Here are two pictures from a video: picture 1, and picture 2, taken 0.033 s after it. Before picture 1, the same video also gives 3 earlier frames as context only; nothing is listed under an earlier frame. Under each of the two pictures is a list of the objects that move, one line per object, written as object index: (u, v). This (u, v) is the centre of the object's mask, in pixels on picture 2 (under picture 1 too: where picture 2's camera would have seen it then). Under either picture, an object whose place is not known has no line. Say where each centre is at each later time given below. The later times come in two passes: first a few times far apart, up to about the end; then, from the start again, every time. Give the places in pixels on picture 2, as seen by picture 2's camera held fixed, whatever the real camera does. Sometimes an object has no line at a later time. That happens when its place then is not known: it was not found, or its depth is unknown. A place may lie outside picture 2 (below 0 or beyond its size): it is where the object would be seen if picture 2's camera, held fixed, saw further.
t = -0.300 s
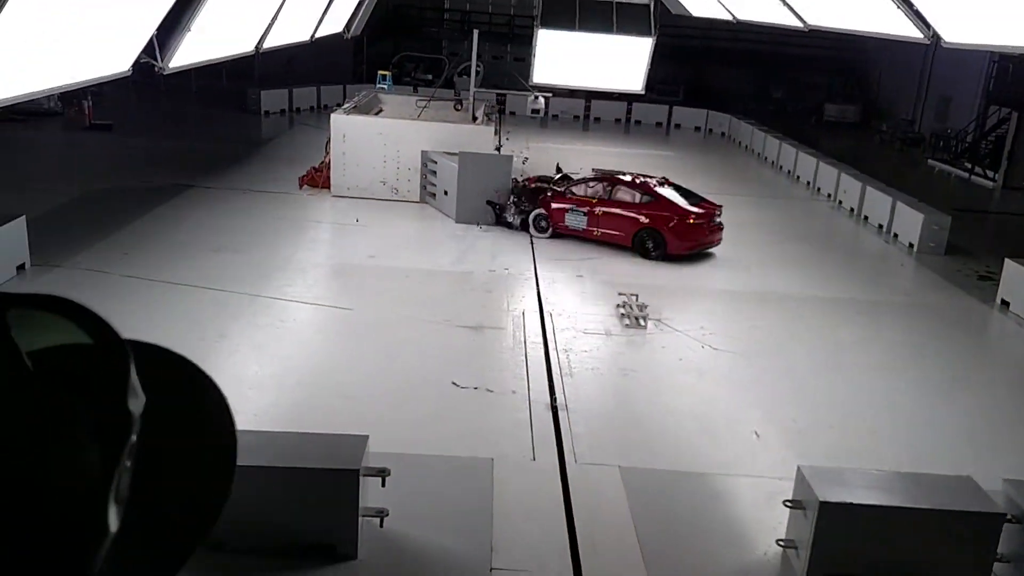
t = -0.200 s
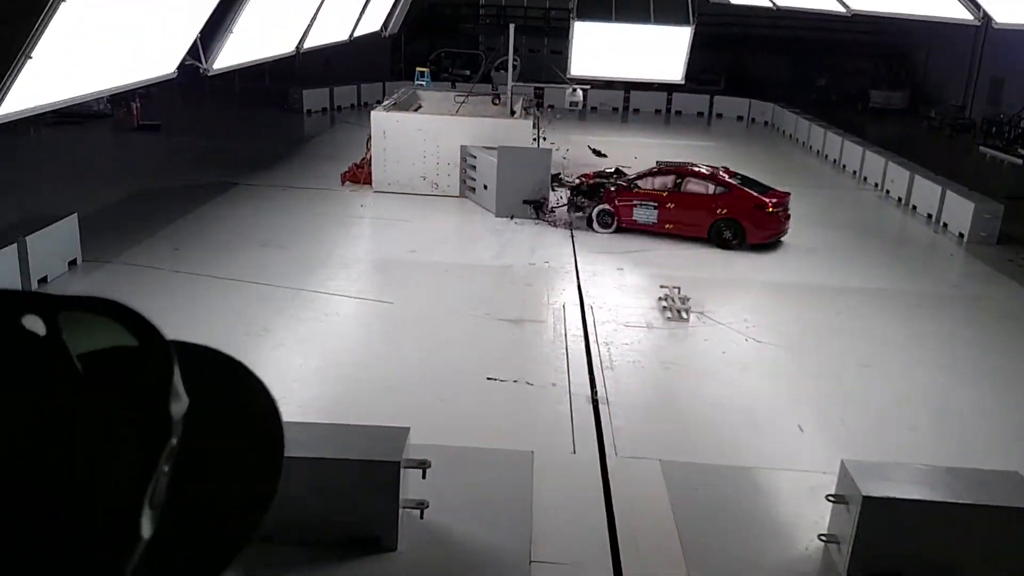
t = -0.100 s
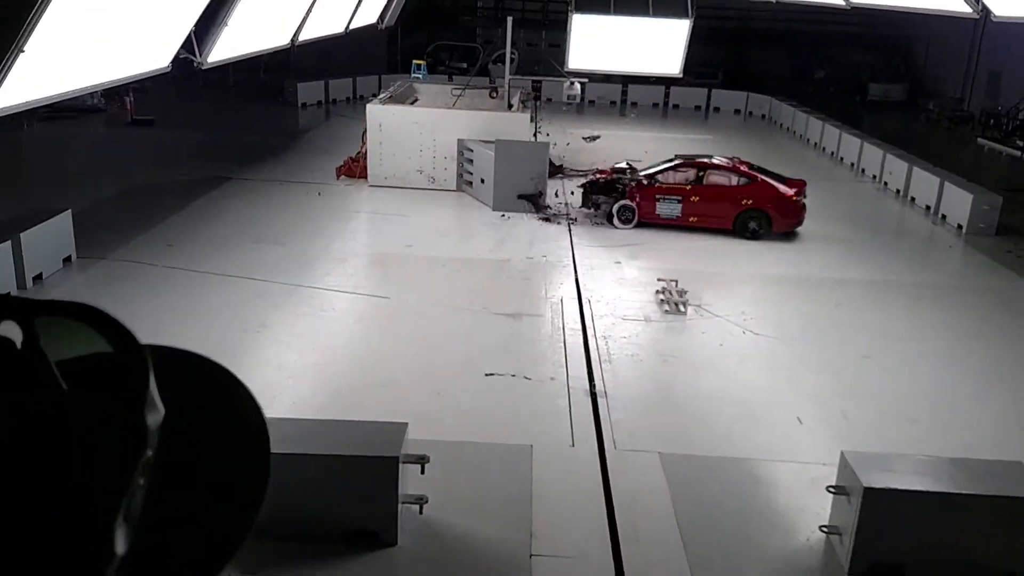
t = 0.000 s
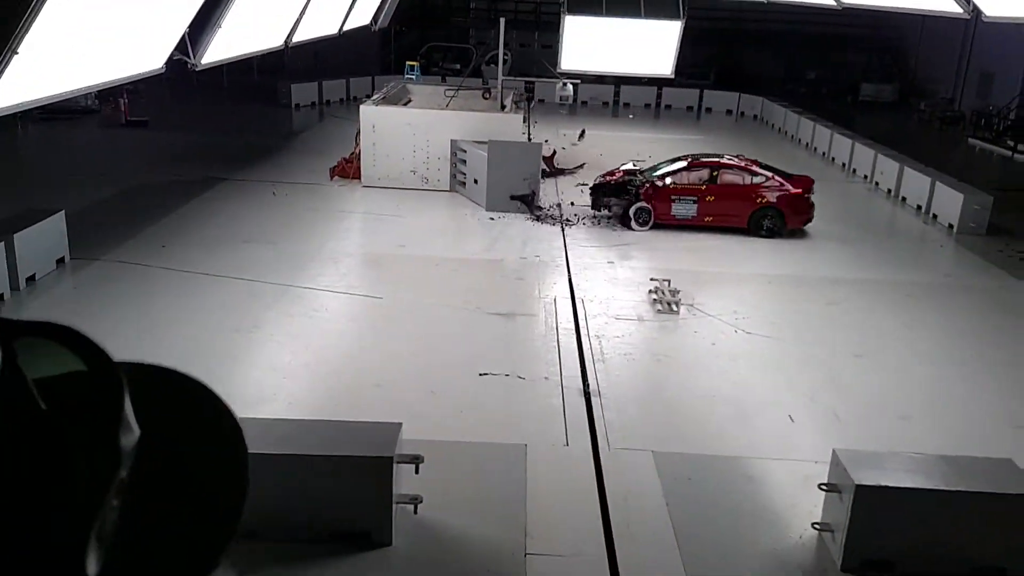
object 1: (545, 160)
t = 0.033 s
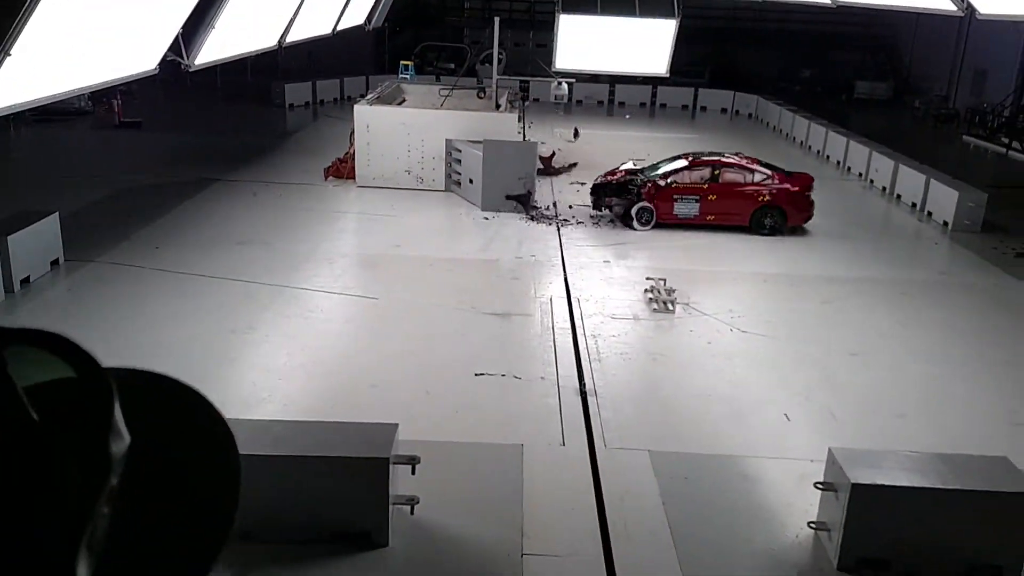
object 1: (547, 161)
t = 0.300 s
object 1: (555, 160)
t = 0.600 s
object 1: (561, 155)
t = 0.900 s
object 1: (564, 153)
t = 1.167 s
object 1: (563, 149)
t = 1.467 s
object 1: (563, 148)
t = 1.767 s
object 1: (562, 146)
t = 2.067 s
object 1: (562, 147)
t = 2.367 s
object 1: (561, 146)
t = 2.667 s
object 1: (561, 146)
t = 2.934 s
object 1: (561, 146)
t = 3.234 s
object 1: (561, 146)
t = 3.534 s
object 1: (561, 146)
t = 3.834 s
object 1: (561, 146)
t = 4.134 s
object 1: (561, 146)
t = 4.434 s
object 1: (560, 147)
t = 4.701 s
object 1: (561, 146)
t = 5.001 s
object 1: (561, 146)
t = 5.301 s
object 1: (561, 146)
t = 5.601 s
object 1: (561, 146)
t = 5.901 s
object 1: (562, 146)
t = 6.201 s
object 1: (561, 146)
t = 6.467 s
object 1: (561, 147)
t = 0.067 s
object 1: (548, 162)
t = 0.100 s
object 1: (551, 162)
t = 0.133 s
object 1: (556, 164)
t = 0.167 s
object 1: (555, 163)
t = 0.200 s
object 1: (556, 163)
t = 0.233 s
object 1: (556, 161)
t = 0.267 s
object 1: (555, 161)
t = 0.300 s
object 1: (555, 160)
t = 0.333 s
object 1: (554, 160)
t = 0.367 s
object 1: (555, 160)
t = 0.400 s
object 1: (556, 160)
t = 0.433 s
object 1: (557, 159)
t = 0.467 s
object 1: (558, 158)
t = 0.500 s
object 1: (559, 157)
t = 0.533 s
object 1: (560, 157)
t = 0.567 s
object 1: (560, 156)
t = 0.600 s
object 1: (561, 155)
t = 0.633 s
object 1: (561, 156)
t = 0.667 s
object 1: (561, 155)
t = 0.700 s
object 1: (561, 156)
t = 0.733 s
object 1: (562, 155)
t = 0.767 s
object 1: (562, 155)
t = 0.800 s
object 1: (562, 155)
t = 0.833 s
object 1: (563, 154)
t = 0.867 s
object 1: (564, 154)
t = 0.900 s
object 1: (564, 153)
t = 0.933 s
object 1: (563, 153)
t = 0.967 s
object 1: (563, 152)
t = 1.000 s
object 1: (564, 151)
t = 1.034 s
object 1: (564, 151)
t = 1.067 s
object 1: (564, 151)
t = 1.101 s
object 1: (564, 150)
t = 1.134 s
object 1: (564, 149)
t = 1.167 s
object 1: (563, 149)
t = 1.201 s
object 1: (564, 149)
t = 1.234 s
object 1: (564, 149)
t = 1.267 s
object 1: (564, 148)
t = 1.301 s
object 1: (563, 148)
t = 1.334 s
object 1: (563, 148)
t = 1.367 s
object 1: (563, 148)
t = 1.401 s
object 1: (563, 148)
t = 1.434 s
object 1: (563, 148)
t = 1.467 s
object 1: (563, 148)
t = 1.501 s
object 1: (562, 147)
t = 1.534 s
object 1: (562, 147)
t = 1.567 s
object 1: (562, 147)
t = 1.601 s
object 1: (562, 147)
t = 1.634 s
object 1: (562, 147)
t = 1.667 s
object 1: (562, 147)
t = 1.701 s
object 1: (562, 146)
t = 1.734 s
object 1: (562, 146)
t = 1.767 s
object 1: (562, 146)
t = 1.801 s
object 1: (562, 146)
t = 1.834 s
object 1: (562, 146)
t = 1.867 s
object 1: (562, 146)
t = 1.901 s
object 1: (562, 146)
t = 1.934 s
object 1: (562, 146)
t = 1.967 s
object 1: (562, 146)
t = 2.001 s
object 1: (562, 146)
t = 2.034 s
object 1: (562, 146)
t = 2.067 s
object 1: (562, 147)
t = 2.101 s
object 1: (562, 146)
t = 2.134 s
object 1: (562, 146)
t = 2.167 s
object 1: (562, 147)
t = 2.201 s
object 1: (562, 146)
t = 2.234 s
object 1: (561, 146)
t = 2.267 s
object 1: (561, 146)
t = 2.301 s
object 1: (561, 146)
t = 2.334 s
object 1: (561, 146)
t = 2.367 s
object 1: (561, 146)
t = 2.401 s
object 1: (561, 146)
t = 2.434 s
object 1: (561, 146)
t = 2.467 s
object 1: (561, 146)
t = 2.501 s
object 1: (561, 146)
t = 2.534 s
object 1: (561, 146)
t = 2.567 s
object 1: (561, 146)
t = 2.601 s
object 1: (561, 146)
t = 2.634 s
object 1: (561, 146)
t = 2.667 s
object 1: (561, 146)
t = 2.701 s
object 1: (561, 146)
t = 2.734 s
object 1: (561, 146)
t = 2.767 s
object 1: (561, 146)
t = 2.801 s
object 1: (561, 146)
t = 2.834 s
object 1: (561, 146)
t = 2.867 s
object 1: (561, 146)
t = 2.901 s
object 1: (561, 146)
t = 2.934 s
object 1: (561, 146)
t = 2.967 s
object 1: (561, 146)
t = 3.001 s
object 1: (561, 146)
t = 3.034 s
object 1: (561, 146)
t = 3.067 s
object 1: (561, 146)
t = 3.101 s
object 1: (561, 146)
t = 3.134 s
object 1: (561, 146)
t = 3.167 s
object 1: (561, 146)
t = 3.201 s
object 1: (561, 146)
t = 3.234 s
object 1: (561, 146)
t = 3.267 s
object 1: (561, 146)
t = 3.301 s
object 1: (561, 146)
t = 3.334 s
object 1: (561, 146)
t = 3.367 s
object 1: (561, 146)
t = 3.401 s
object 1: (561, 146)
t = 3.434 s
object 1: (561, 146)
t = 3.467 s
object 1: (561, 146)
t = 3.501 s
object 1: (561, 146)
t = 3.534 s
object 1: (561, 146)
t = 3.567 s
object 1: (561, 146)
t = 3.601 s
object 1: (561, 146)
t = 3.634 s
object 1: (560, 146)
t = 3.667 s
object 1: (561, 146)
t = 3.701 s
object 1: (560, 146)
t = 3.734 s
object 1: (561, 146)
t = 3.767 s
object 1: (561, 146)
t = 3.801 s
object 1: (560, 146)
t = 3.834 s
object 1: (561, 146)
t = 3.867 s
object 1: (561, 146)
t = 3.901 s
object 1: (561, 146)
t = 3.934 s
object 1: (560, 146)
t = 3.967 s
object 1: (560, 146)
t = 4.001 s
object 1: (561, 146)
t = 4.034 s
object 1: (561, 146)
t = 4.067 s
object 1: (561, 146)
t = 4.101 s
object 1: (561, 146)
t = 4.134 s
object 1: (561, 146)
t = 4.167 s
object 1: (561, 146)
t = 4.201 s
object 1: (561, 146)
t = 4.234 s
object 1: (561, 146)
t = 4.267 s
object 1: (561, 146)
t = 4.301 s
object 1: (560, 146)
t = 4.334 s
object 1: (561, 146)
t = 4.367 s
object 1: (561, 146)
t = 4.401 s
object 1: (561, 146)
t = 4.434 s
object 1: (560, 147)
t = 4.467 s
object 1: (560, 147)
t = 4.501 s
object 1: (561, 146)
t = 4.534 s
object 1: (561, 146)
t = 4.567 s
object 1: (561, 146)
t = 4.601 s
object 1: (561, 146)
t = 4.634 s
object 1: (561, 146)
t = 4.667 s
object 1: (561, 146)
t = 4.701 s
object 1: (561, 146)
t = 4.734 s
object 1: (561, 146)
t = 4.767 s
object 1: (561, 146)
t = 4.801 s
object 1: (561, 146)
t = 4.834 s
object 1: (562, 146)
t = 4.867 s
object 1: (561, 146)
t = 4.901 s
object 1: (561, 146)
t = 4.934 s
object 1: (561, 146)
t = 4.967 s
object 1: (561, 146)
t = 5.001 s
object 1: (561, 146)
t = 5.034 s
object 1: (561, 146)
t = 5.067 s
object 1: (561, 146)
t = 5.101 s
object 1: (561, 146)
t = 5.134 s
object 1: (561, 146)
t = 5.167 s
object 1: (561, 146)
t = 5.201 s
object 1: (561, 146)
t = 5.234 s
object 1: (561, 146)
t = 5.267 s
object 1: (561, 147)
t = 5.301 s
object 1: (561, 146)
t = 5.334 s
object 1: (561, 146)
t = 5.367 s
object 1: (561, 146)
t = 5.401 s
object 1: (561, 146)
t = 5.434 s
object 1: (561, 146)
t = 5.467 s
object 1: (561, 147)
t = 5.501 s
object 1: (561, 146)
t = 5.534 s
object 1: (561, 146)
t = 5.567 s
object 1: (562, 146)
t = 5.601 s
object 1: (561, 146)
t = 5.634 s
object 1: (561, 146)
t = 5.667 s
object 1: (561, 146)
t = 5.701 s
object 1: (562, 146)
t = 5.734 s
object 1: (561, 146)
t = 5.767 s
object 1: (561, 146)
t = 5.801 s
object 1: (562, 146)
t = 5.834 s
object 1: (561, 146)
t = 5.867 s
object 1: (561, 146)
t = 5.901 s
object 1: (562, 146)
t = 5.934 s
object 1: (561, 146)
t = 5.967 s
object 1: (561, 146)
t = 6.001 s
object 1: (561, 146)
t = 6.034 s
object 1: (561, 146)
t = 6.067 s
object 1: (561, 146)
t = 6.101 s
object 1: (562, 146)
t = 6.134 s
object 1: (561, 146)
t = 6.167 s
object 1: (561, 146)
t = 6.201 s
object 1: (561, 146)
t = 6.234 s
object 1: (562, 146)
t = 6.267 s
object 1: (561, 146)
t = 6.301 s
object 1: (561, 147)
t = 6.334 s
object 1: (561, 146)
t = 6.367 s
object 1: (561, 147)
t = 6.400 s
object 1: (561, 147)
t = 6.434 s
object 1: (561, 147)
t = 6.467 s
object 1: (561, 147)
